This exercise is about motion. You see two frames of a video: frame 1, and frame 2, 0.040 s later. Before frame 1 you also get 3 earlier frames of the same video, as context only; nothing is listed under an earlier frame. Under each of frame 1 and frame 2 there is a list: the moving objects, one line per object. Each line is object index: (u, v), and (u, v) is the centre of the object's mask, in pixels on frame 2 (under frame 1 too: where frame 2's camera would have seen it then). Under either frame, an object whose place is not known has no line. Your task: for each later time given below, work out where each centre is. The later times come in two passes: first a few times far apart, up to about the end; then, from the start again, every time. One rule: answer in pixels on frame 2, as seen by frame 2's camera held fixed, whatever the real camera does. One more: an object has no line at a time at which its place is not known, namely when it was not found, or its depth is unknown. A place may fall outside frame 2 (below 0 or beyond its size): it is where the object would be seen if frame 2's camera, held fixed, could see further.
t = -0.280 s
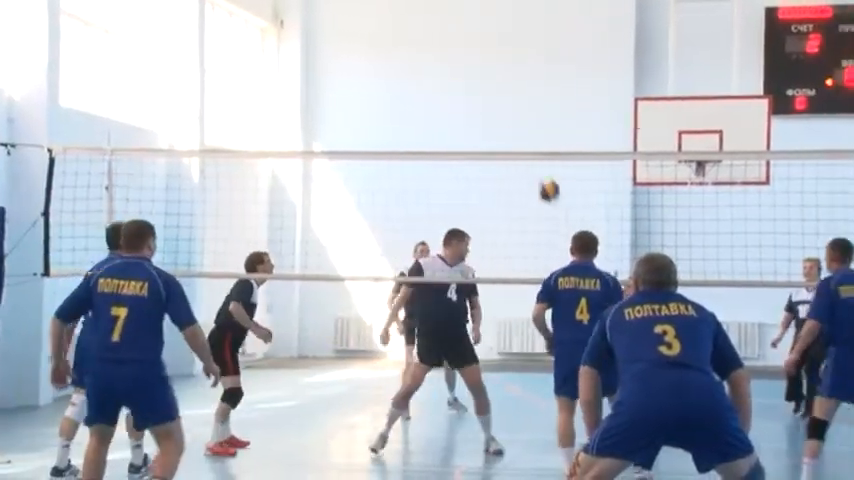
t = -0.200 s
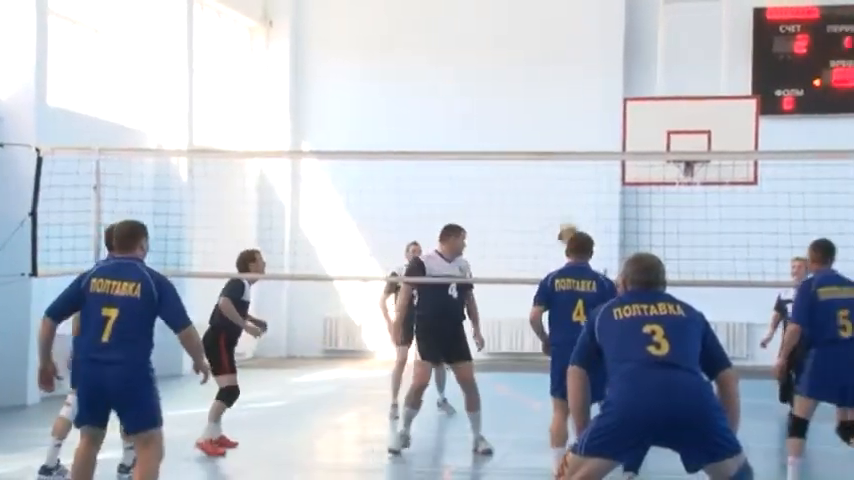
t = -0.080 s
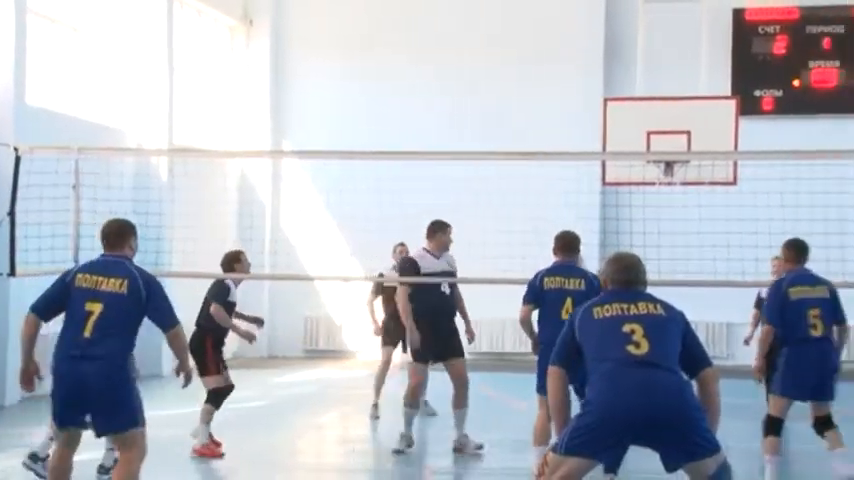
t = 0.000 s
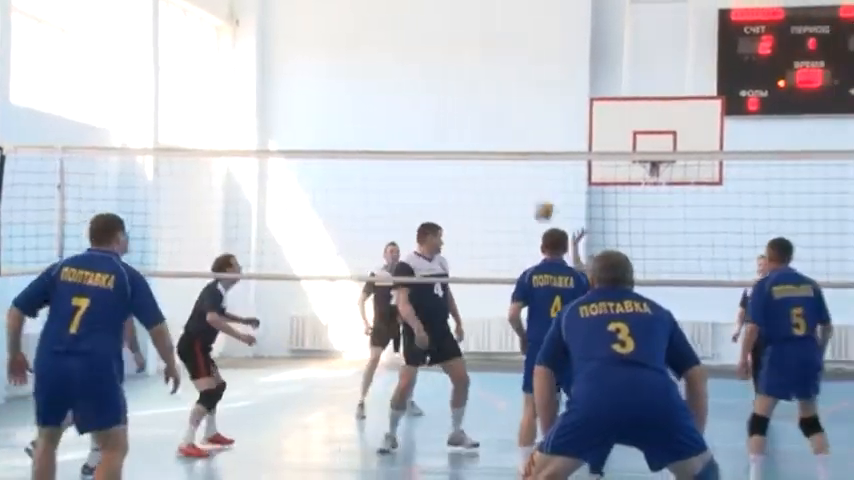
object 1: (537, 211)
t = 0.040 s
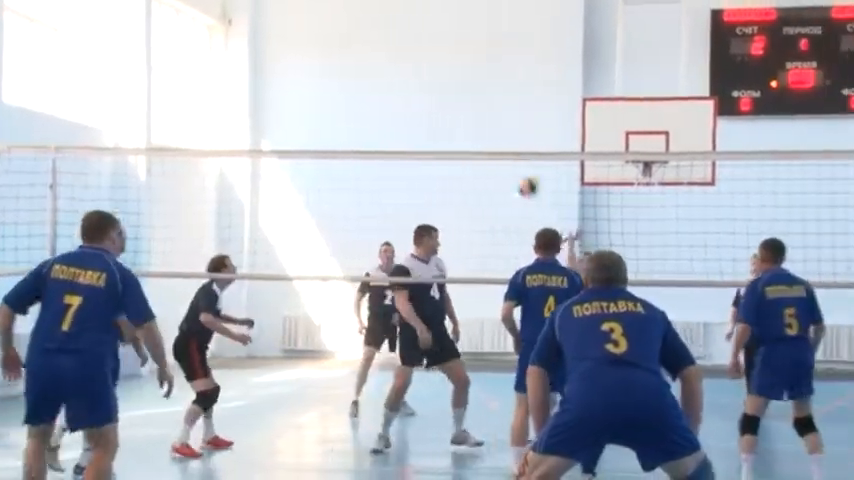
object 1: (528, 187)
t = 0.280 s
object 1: (477, 74)
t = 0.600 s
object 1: (406, 18)
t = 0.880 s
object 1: (345, 69)
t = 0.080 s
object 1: (520, 166)
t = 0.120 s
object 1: (511, 142)
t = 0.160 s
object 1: (503, 122)
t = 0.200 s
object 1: (495, 105)
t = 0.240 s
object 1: (487, 88)
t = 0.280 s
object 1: (477, 74)
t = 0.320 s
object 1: (469, 61)
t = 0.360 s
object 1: (460, 49)
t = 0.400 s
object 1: (451, 39)
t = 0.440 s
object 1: (442, 32)
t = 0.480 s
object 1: (434, 26)
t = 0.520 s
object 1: (425, 21)
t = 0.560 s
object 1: (416, 19)
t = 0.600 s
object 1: (406, 18)
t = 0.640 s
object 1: (398, 20)
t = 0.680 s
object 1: (389, 24)
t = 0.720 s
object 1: (380, 29)
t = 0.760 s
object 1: (372, 36)
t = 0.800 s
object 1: (363, 45)
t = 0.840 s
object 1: (354, 56)
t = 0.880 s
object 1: (345, 69)
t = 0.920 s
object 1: (336, 84)
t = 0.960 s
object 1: (327, 100)
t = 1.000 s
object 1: (318, 119)
